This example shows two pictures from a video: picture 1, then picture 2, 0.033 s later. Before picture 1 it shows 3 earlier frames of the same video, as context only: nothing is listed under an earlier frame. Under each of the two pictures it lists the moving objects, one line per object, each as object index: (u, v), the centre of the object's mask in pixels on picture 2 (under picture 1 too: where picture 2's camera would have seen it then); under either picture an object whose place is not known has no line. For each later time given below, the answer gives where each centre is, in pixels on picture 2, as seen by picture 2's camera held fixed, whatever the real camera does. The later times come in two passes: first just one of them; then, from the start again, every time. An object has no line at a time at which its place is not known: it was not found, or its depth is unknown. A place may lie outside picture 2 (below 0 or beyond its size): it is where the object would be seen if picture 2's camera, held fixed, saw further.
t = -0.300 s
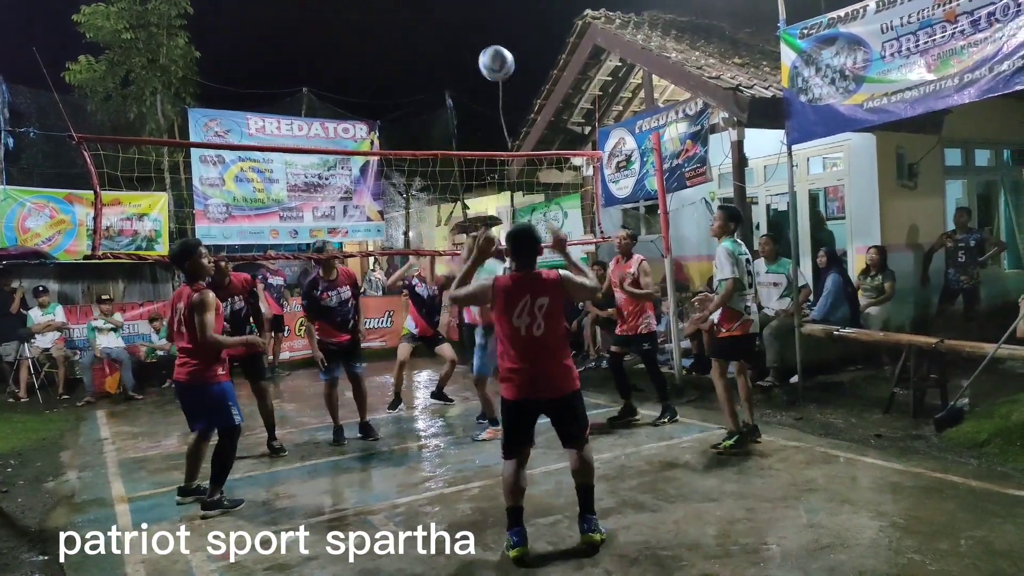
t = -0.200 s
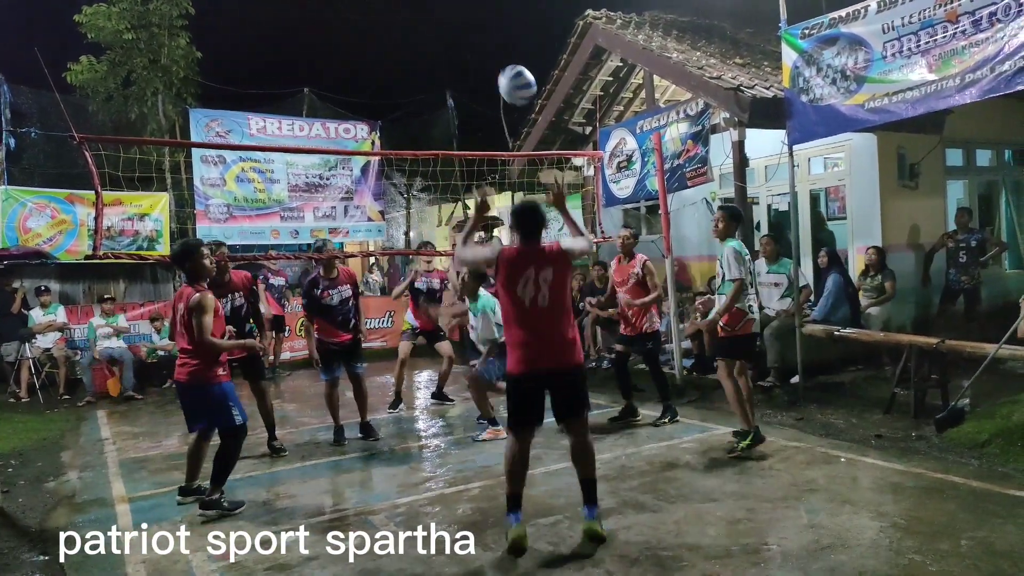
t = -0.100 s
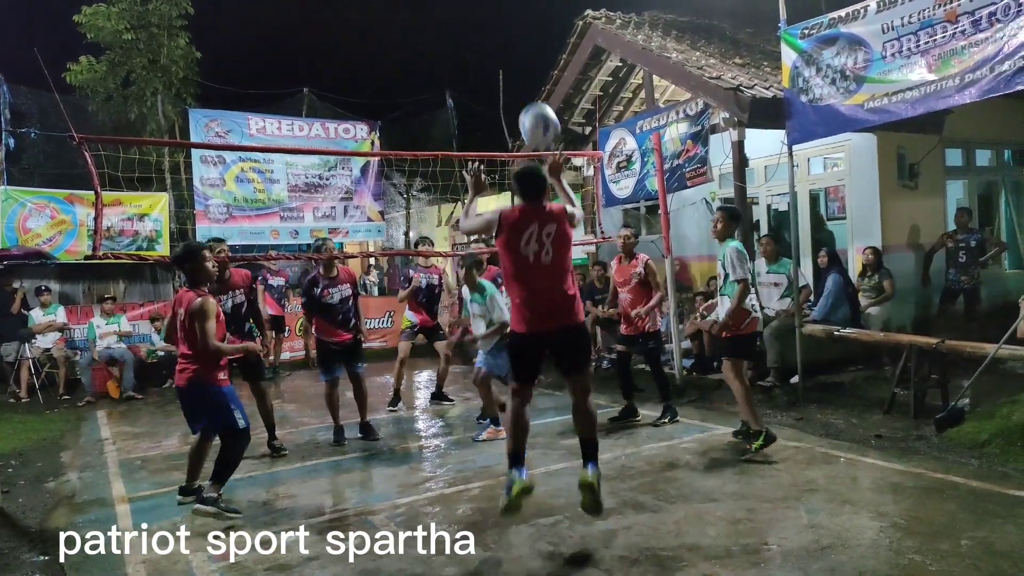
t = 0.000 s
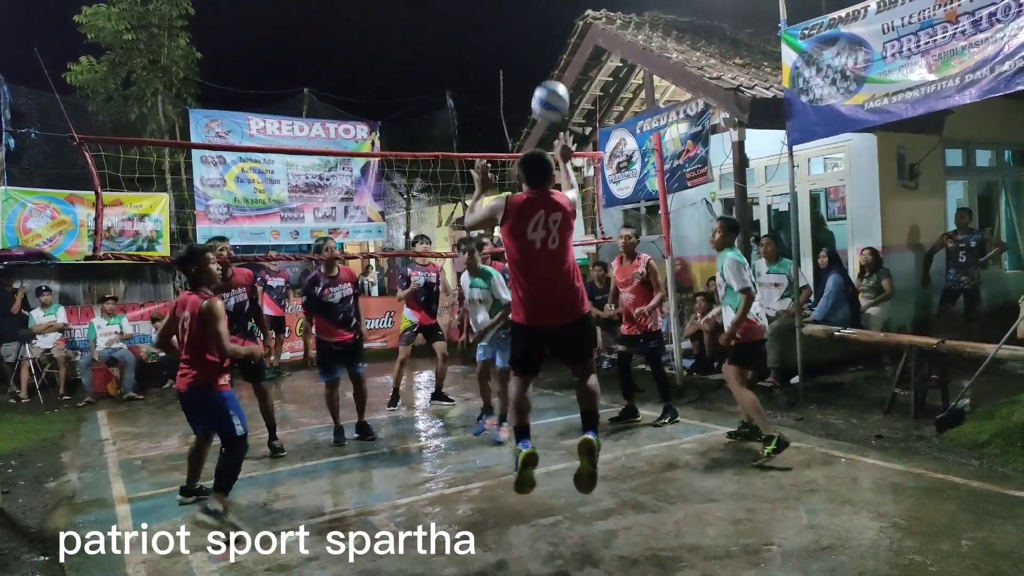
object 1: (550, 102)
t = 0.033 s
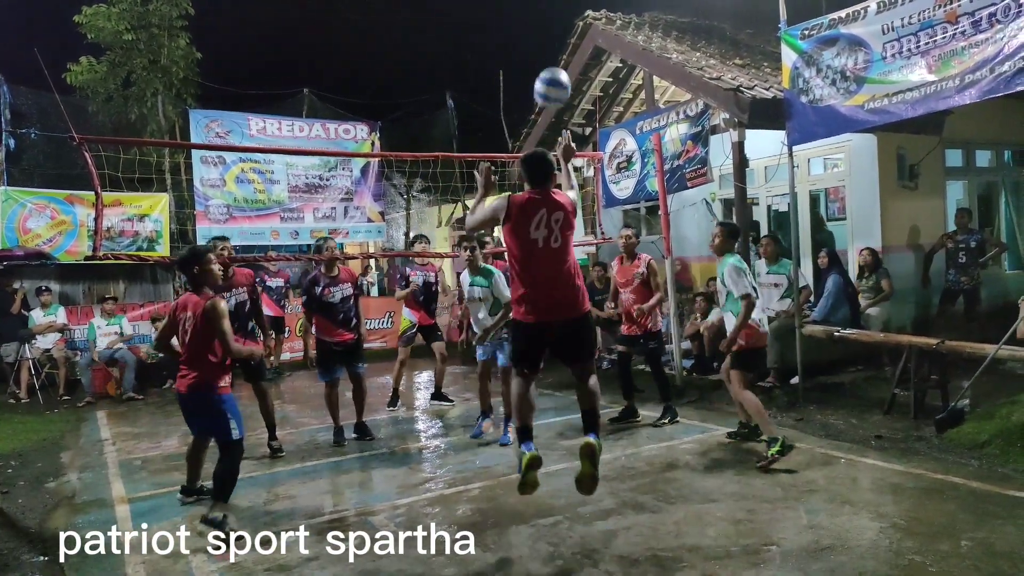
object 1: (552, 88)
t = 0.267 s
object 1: (567, 45)
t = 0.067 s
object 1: (554, 76)
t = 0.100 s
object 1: (556, 67)
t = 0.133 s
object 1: (558, 59)
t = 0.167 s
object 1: (561, 54)
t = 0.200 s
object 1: (563, 50)
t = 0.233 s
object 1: (565, 47)
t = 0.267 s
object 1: (567, 45)
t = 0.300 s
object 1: (569, 46)
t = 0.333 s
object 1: (571, 47)
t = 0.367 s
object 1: (573, 51)
